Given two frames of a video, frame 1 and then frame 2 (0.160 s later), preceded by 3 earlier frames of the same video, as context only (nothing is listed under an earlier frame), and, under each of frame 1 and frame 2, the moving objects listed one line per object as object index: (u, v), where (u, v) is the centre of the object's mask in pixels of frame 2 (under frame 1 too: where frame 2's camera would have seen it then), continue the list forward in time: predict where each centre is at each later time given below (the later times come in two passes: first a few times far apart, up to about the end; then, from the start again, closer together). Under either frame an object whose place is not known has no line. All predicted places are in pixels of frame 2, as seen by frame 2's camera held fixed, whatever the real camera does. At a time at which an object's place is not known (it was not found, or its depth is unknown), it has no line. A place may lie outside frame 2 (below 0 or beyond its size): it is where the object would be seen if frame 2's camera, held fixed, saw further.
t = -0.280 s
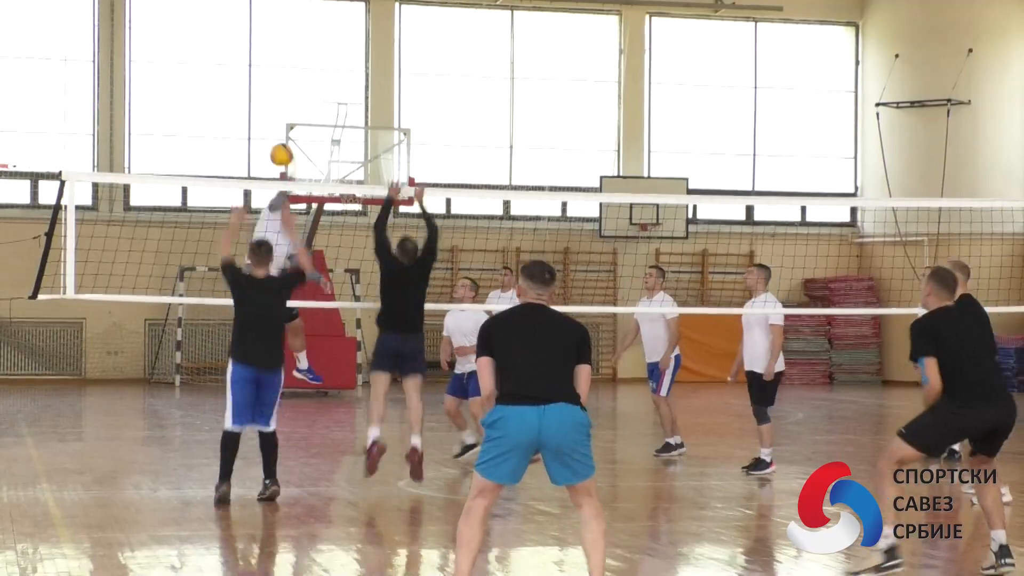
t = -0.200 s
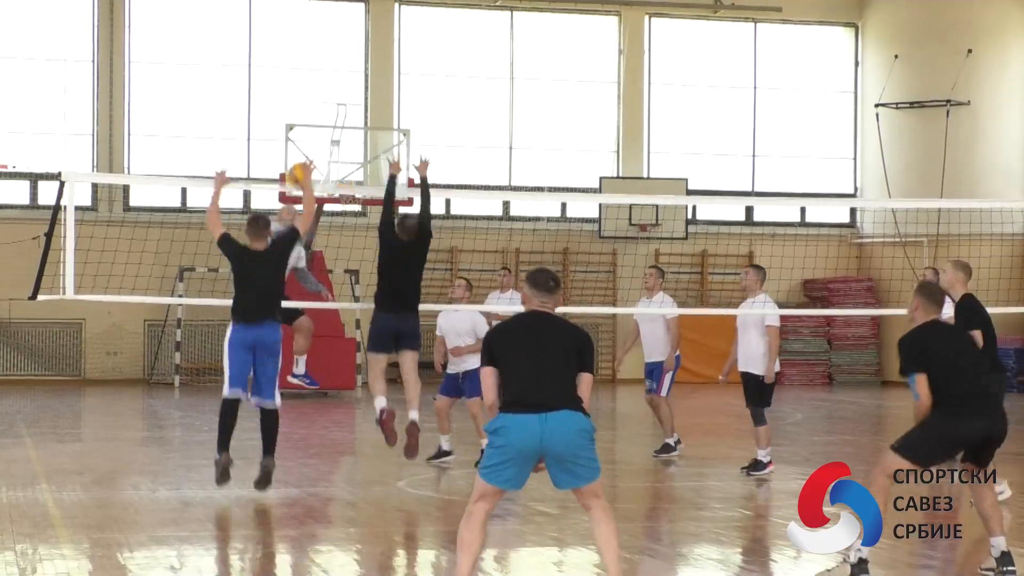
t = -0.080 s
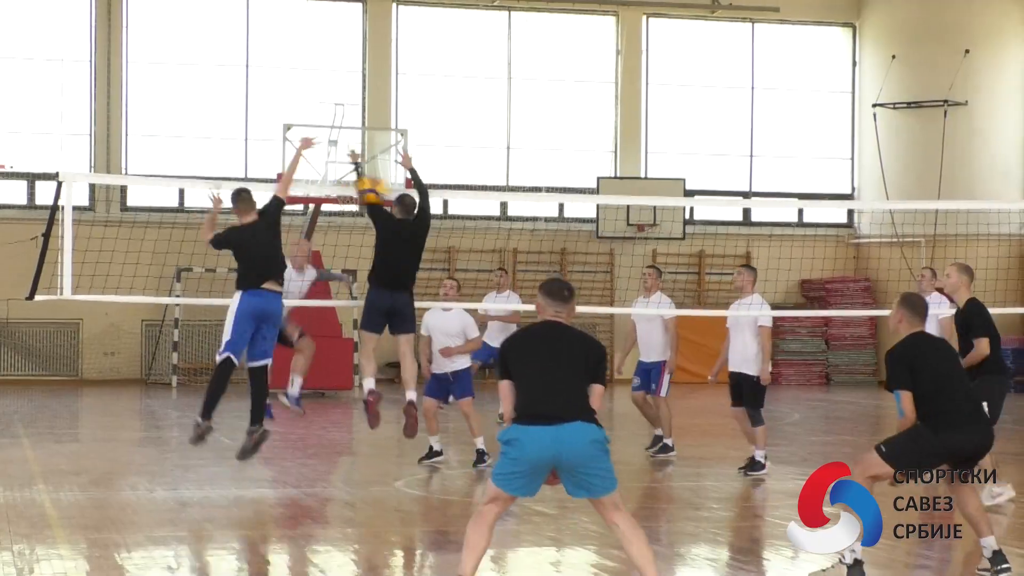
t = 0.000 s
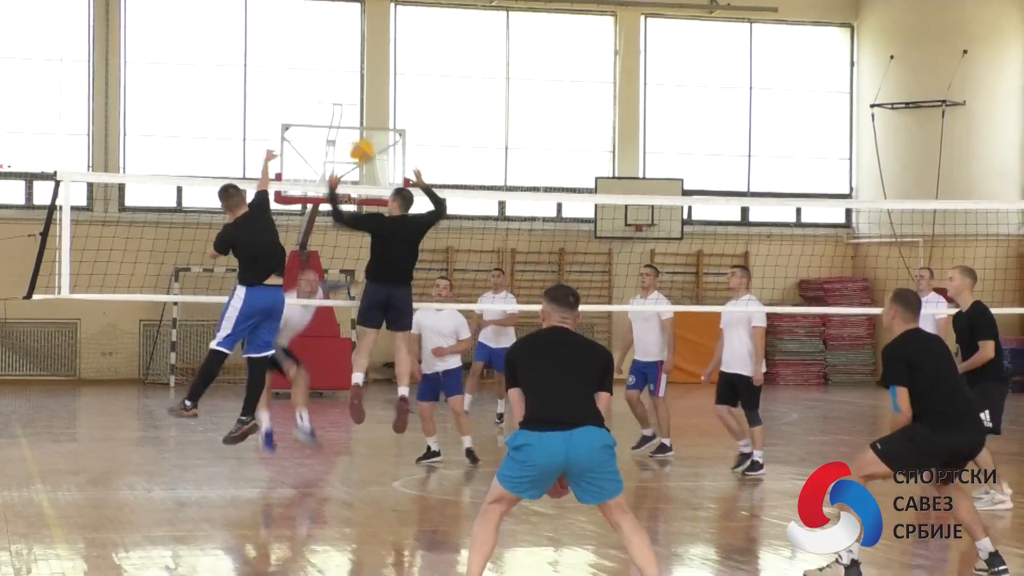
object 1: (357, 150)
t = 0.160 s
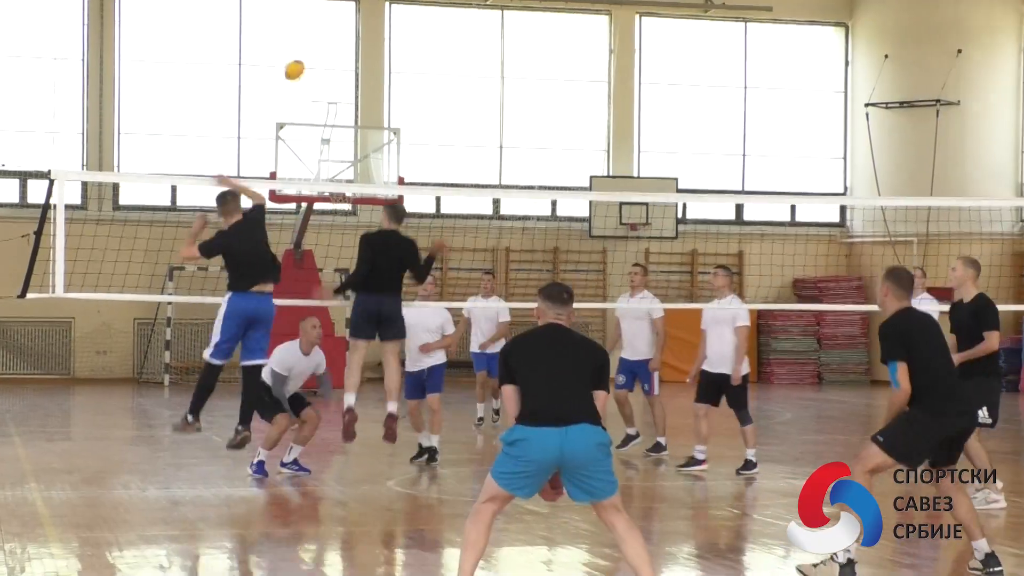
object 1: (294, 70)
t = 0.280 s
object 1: (254, 35)
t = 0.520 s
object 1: (184, 18)
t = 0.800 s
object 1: (118, 77)
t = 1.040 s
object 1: (73, 184)
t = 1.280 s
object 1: (31, 328)
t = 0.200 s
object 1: (281, 56)
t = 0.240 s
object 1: (267, 45)
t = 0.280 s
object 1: (254, 35)
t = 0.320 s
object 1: (241, 27)
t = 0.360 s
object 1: (230, 22)
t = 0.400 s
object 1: (217, 18)
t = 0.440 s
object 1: (206, 16)
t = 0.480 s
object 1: (195, 16)
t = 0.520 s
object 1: (184, 18)
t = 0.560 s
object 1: (174, 22)
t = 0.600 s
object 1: (164, 28)
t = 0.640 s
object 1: (154, 35)
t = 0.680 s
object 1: (145, 43)
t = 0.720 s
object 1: (136, 53)
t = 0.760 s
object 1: (127, 65)
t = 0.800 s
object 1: (118, 77)
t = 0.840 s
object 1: (109, 91)
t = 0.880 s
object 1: (102, 108)
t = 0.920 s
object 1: (93, 124)
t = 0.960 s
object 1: (87, 142)
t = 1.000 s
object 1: (80, 162)
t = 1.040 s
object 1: (73, 184)
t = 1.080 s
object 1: (69, 205)
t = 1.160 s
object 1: (47, 248)
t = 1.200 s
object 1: (45, 278)
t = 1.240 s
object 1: (38, 305)
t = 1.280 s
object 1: (31, 328)
